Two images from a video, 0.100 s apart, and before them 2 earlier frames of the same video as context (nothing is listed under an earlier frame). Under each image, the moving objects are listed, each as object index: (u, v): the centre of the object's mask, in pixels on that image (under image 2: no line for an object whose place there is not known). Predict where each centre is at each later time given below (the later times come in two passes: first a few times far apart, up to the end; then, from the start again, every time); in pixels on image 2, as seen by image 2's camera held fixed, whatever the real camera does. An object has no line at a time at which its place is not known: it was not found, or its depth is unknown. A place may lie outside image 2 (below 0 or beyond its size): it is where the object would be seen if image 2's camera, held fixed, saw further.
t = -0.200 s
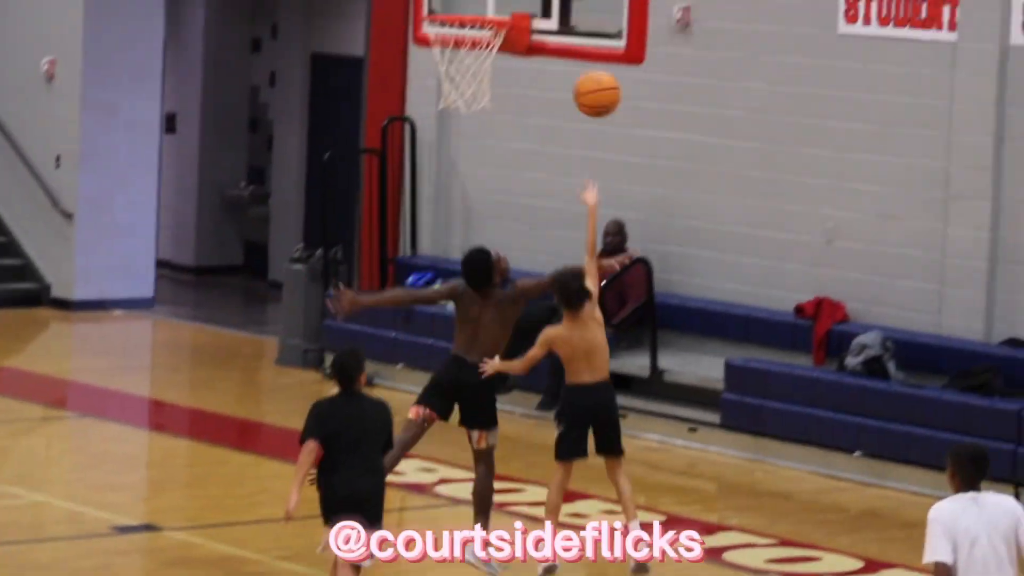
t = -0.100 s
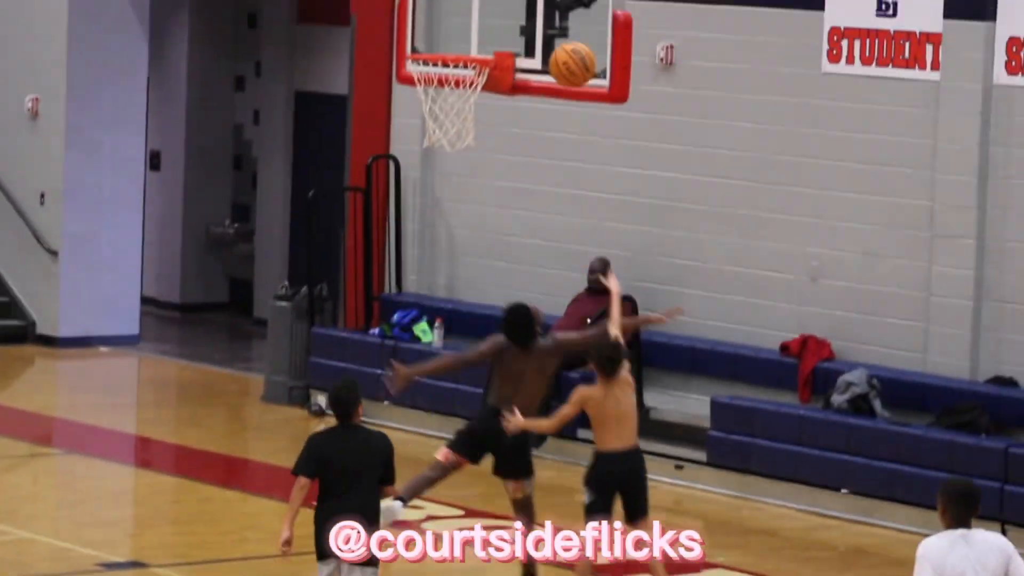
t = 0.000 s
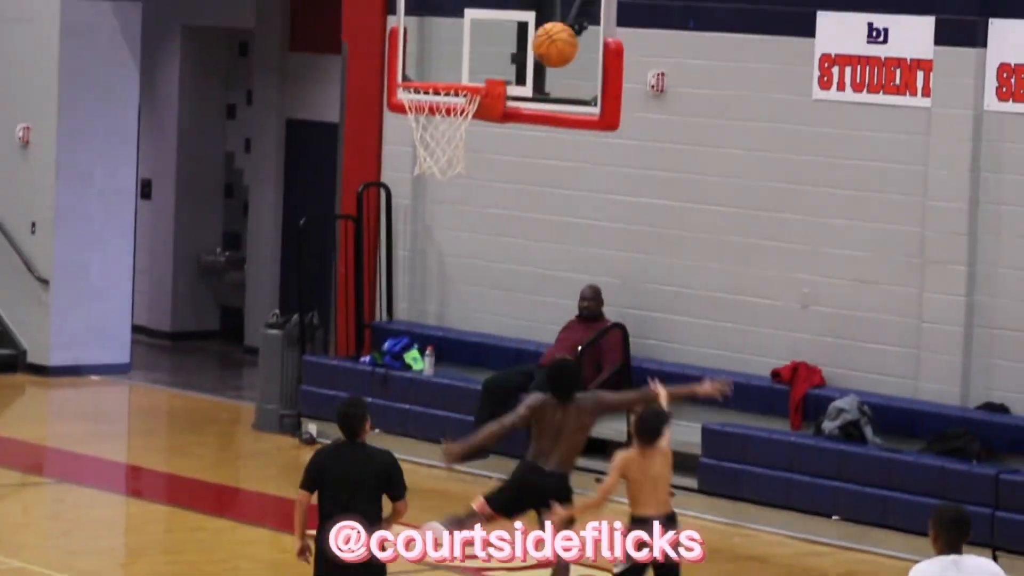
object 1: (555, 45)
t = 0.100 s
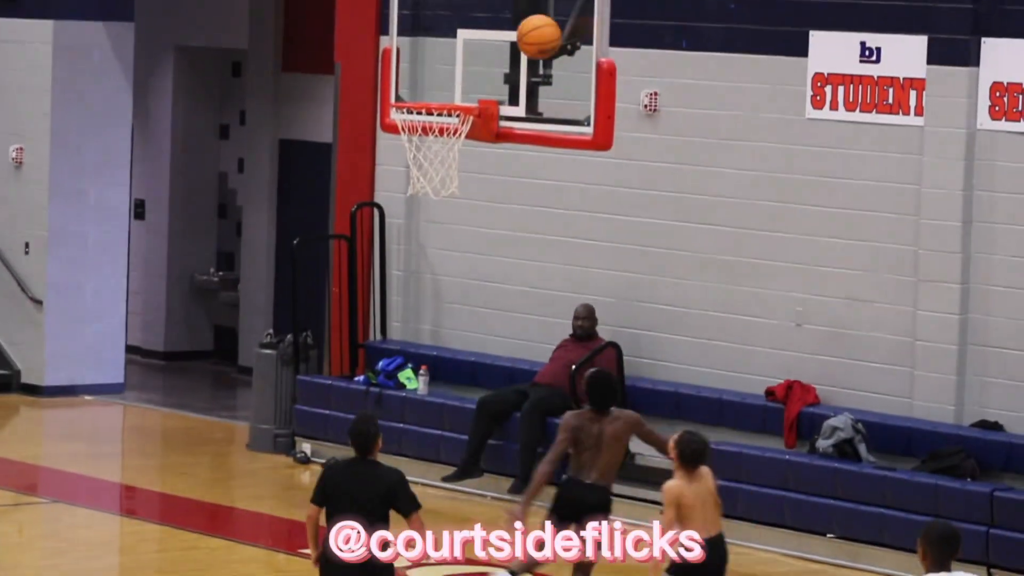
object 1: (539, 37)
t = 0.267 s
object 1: (480, 40)
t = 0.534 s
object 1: (452, 112)
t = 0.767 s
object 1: (396, 138)
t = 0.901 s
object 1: (398, 161)
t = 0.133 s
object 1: (534, 32)
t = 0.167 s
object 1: (521, 31)
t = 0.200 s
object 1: (507, 32)
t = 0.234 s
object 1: (493, 35)
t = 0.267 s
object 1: (480, 40)
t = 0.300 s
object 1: (465, 47)
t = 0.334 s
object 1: (451, 56)
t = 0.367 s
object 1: (437, 67)
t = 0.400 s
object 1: (423, 80)
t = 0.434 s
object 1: (410, 89)
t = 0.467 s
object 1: (422, 96)
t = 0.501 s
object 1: (437, 102)
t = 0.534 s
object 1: (452, 112)
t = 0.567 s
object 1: (447, 115)
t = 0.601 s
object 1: (434, 116)
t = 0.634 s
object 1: (423, 120)
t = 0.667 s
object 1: (412, 128)
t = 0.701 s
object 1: (405, 131)
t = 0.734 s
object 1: (399, 135)
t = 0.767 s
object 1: (396, 138)
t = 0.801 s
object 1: (394, 141)
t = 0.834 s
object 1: (394, 147)
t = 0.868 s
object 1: (395, 152)
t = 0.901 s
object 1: (398, 161)
